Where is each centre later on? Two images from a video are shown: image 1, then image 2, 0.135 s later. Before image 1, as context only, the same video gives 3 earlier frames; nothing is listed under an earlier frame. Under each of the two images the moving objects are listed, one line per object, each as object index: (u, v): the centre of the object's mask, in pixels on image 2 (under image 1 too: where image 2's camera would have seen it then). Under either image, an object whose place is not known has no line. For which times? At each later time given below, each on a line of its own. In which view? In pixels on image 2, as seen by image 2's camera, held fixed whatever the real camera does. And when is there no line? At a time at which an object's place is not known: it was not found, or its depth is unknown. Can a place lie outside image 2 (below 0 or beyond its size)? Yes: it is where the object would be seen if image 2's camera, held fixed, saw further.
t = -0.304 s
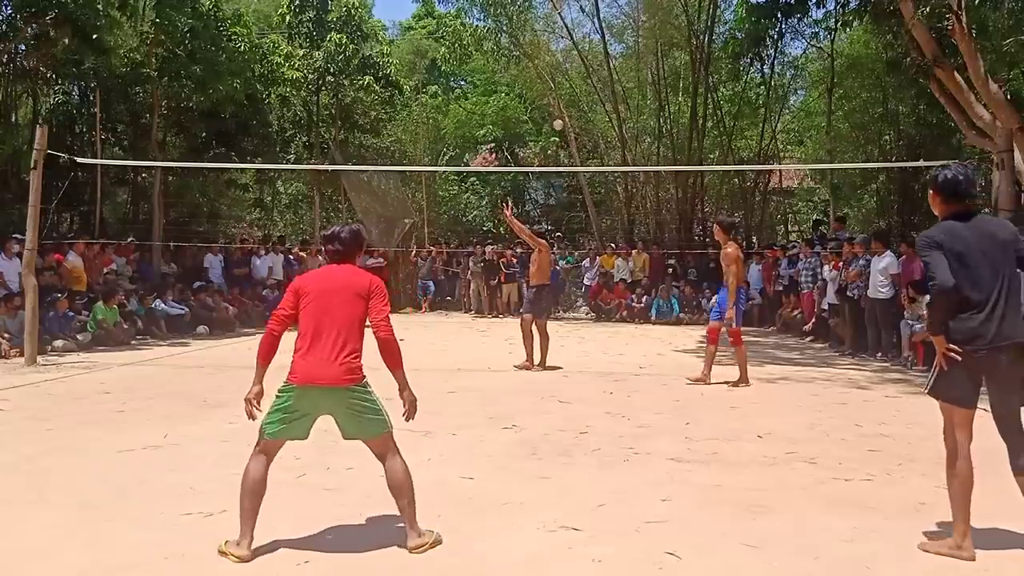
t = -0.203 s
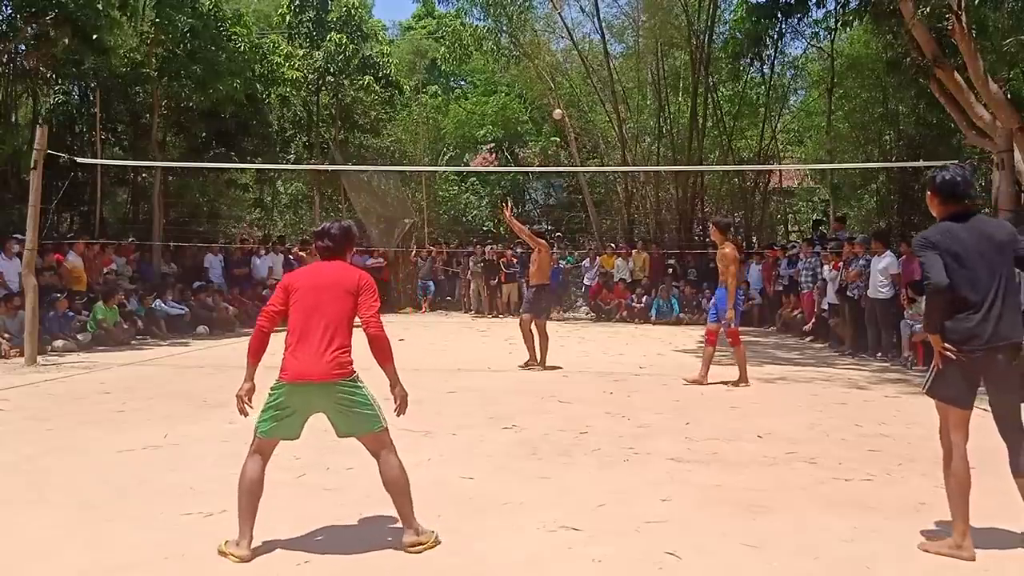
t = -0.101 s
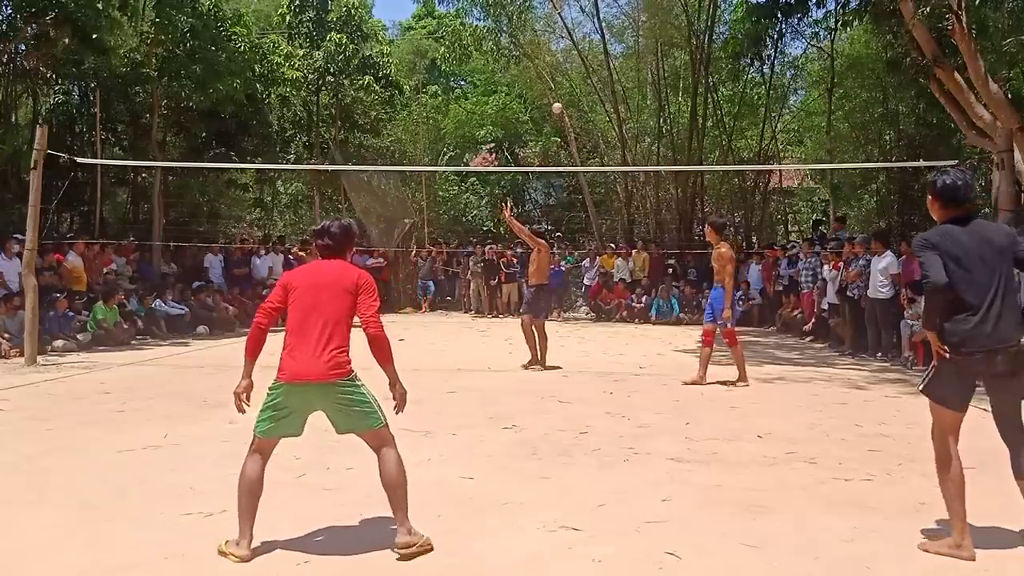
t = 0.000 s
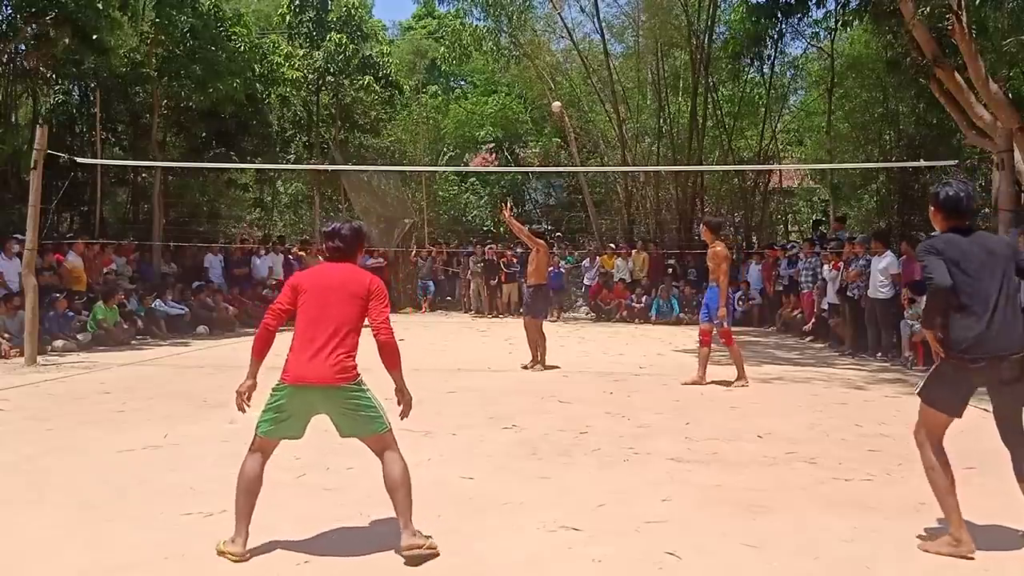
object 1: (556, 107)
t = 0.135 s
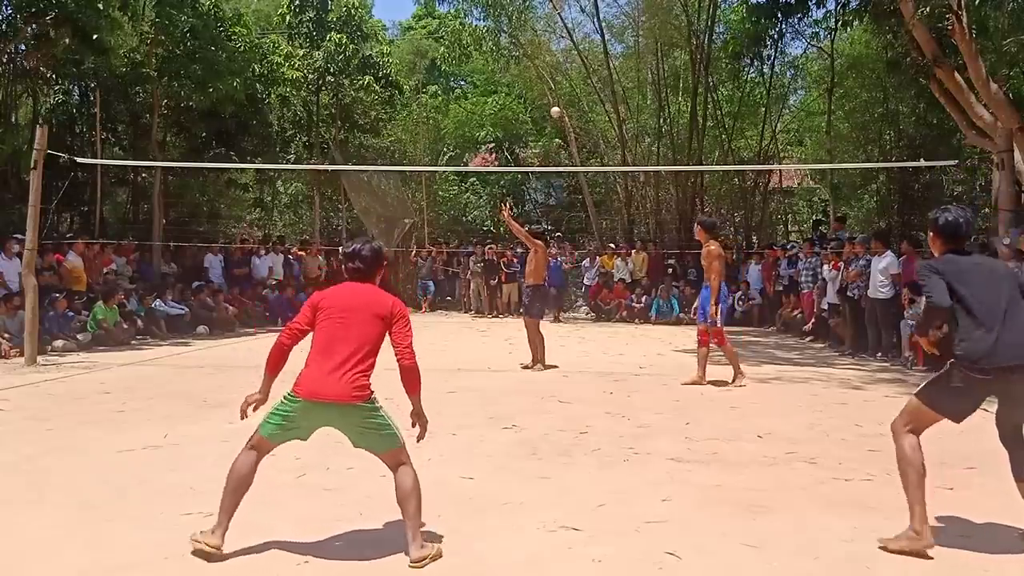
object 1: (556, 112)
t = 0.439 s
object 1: (552, 157)
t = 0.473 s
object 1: (551, 163)
